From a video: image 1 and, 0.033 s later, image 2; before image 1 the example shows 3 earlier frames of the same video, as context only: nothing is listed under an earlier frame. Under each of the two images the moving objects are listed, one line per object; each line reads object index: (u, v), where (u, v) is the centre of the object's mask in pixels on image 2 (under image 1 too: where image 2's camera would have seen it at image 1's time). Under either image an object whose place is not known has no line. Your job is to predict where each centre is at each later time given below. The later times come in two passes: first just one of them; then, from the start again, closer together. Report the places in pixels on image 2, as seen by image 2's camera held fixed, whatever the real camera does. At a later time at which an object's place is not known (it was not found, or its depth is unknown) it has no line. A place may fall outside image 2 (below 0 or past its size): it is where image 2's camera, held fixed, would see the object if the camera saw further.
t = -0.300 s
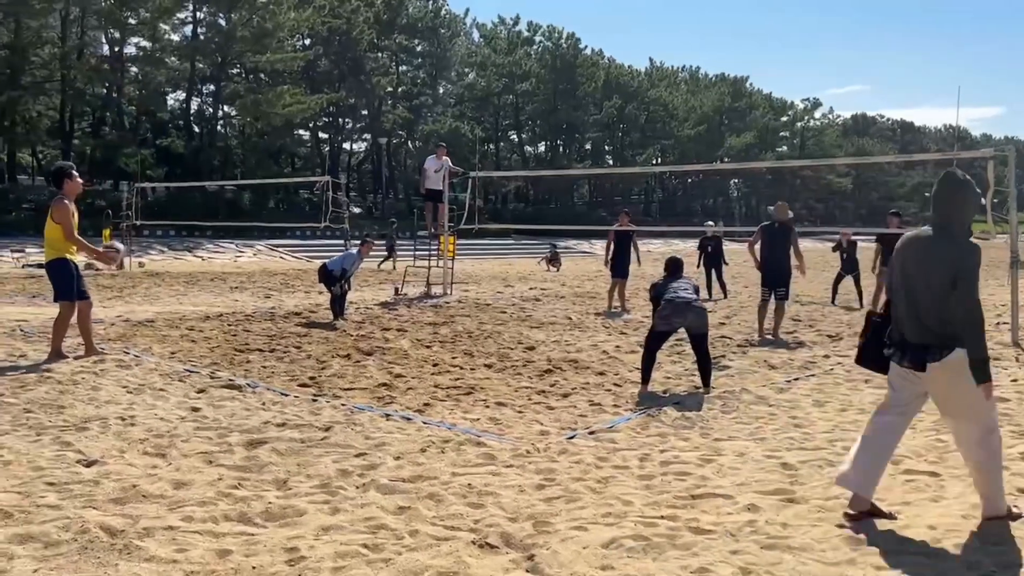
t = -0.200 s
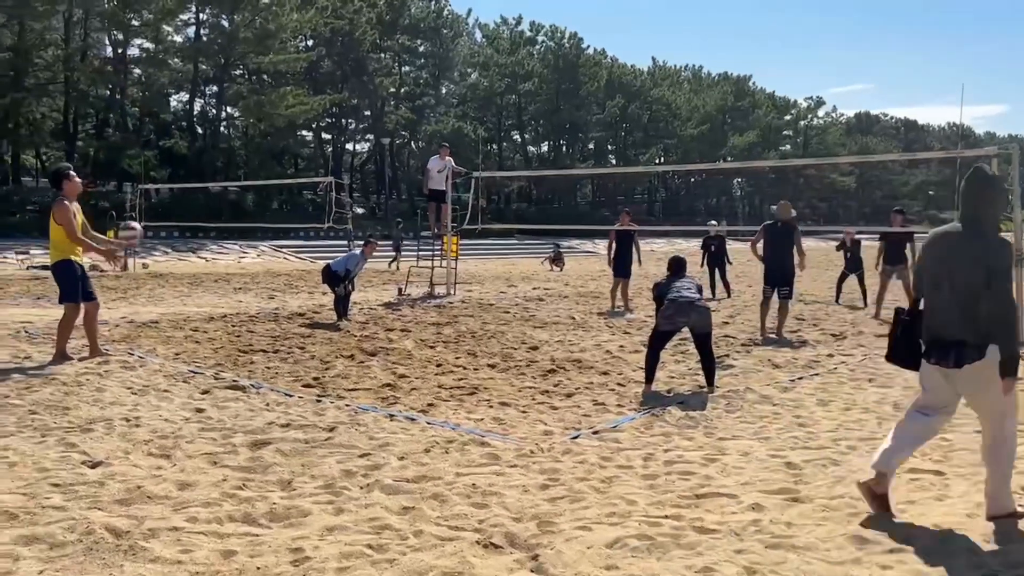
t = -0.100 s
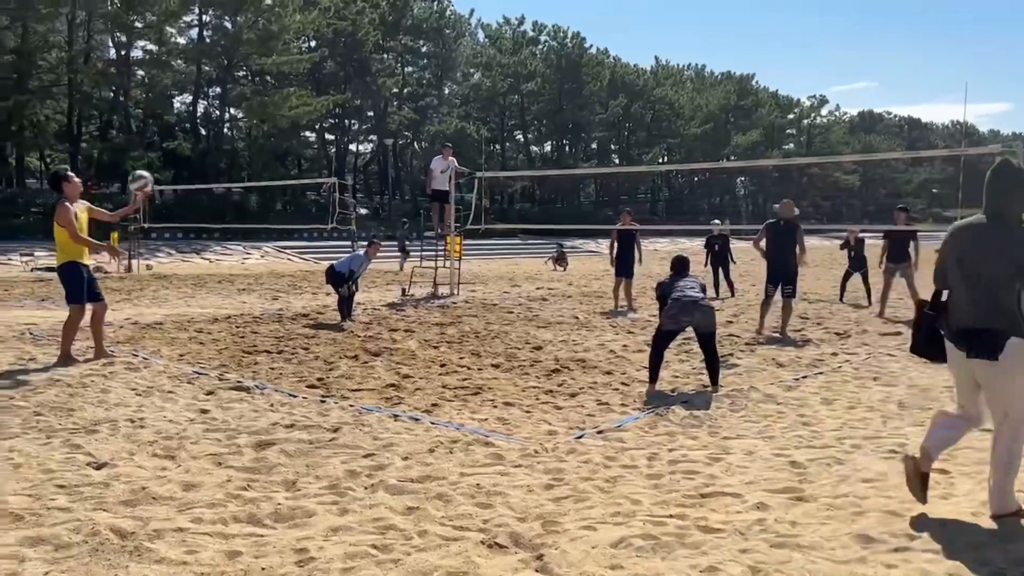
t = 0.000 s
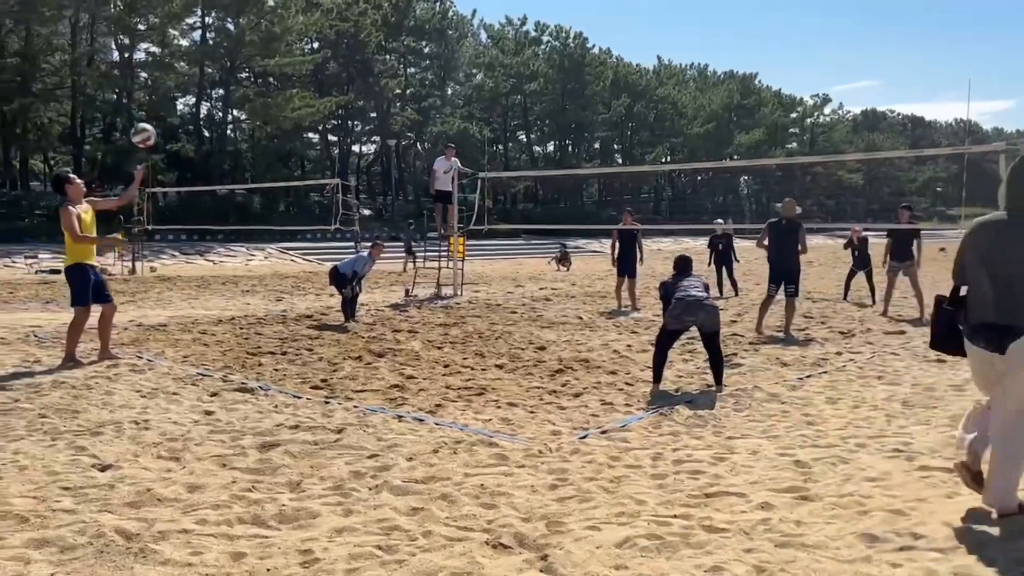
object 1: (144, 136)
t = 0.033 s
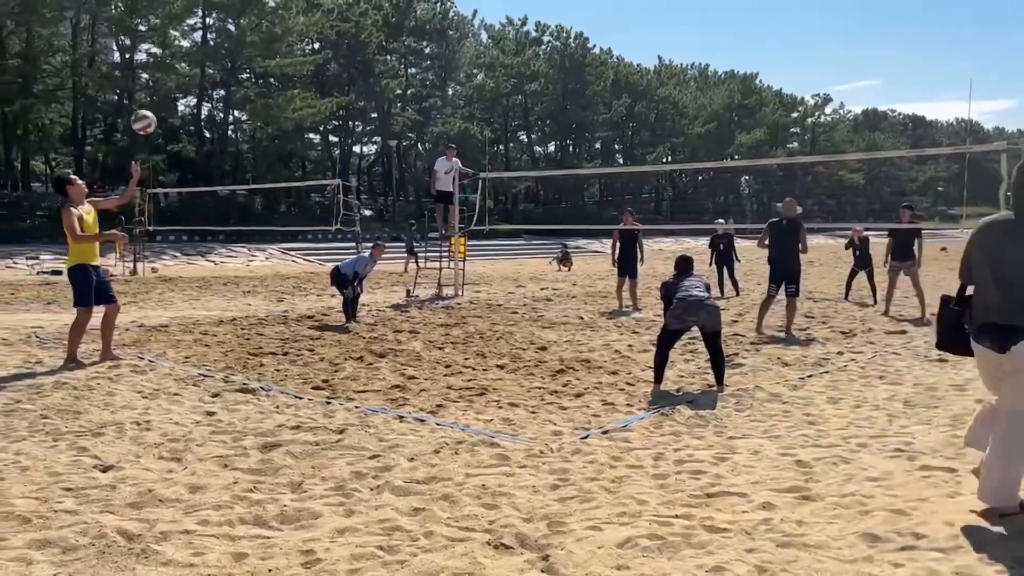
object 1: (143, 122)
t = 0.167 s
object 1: (140, 79)
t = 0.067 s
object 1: (143, 109)
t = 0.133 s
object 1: (141, 87)
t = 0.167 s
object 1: (140, 79)
